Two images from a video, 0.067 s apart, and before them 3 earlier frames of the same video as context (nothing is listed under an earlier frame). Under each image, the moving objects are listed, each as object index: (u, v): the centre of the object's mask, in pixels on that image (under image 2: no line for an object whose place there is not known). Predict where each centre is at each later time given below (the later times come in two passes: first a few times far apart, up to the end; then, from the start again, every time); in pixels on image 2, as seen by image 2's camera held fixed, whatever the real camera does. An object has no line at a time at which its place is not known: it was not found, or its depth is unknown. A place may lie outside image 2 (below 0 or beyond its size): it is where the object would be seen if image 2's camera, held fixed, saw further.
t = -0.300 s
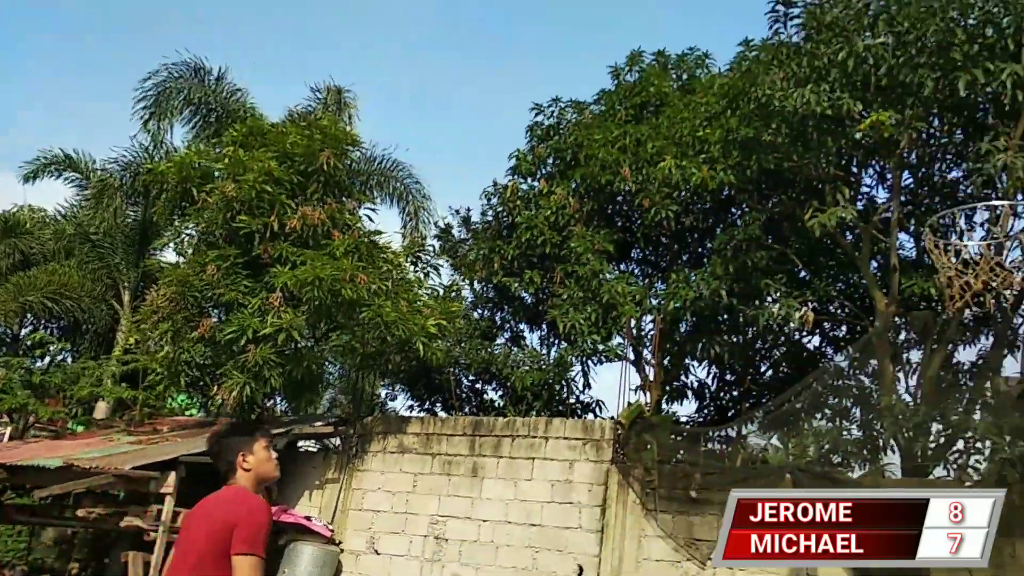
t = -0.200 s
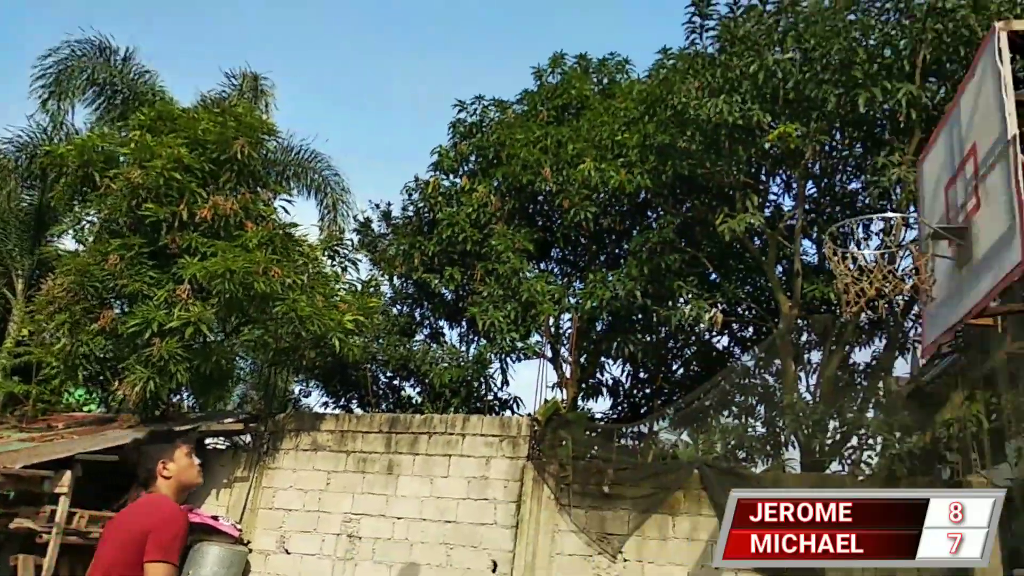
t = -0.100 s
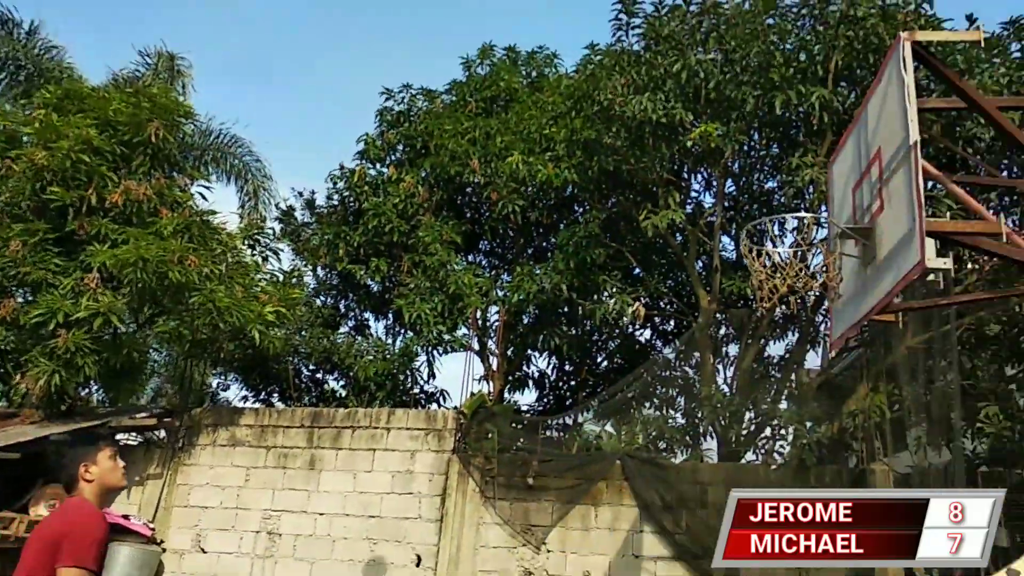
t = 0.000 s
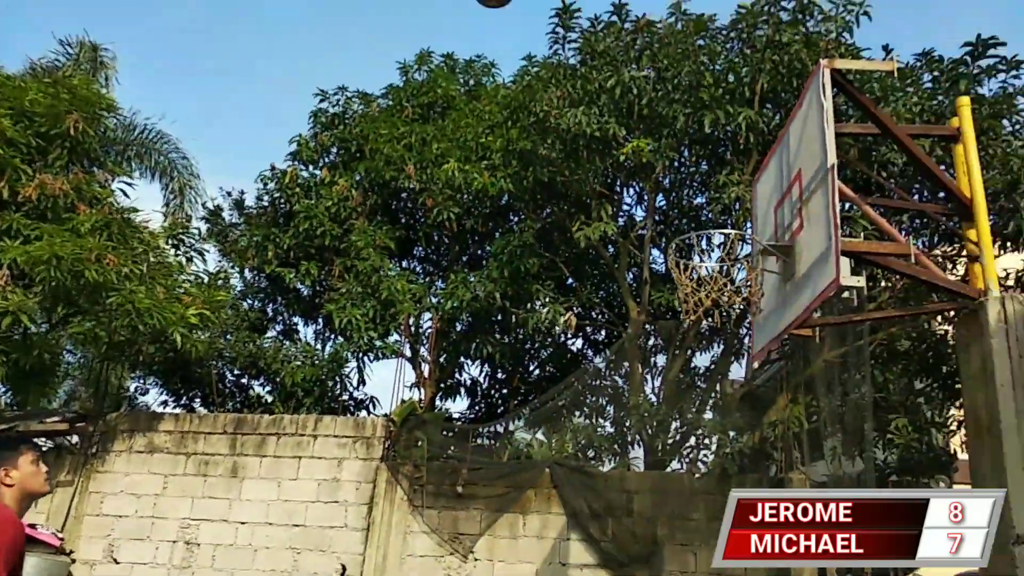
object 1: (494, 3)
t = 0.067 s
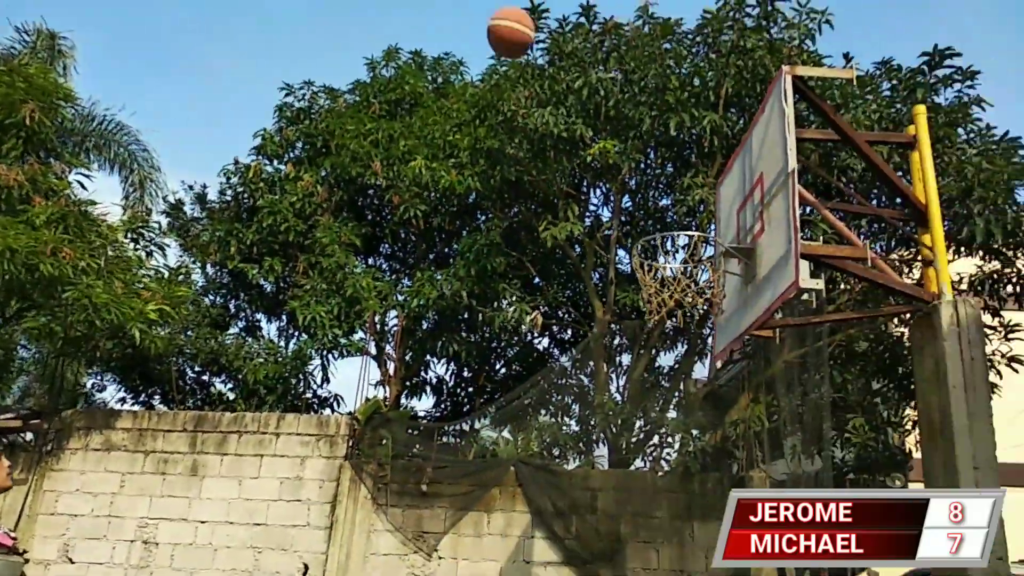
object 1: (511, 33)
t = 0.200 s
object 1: (600, 156)
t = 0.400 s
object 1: (611, 252)
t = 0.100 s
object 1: (534, 61)
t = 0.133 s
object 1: (556, 91)
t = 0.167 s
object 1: (578, 122)
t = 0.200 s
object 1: (600, 156)
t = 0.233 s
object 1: (622, 190)
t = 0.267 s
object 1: (642, 225)
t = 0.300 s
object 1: (638, 231)
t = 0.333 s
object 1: (629, 235)
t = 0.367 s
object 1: (620, 243)
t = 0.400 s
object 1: (611, 252)
